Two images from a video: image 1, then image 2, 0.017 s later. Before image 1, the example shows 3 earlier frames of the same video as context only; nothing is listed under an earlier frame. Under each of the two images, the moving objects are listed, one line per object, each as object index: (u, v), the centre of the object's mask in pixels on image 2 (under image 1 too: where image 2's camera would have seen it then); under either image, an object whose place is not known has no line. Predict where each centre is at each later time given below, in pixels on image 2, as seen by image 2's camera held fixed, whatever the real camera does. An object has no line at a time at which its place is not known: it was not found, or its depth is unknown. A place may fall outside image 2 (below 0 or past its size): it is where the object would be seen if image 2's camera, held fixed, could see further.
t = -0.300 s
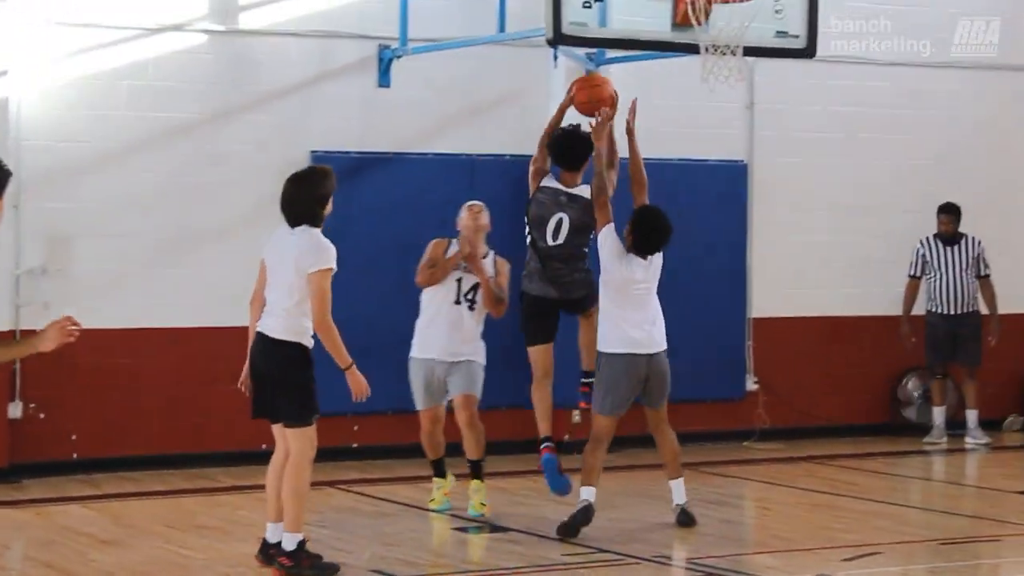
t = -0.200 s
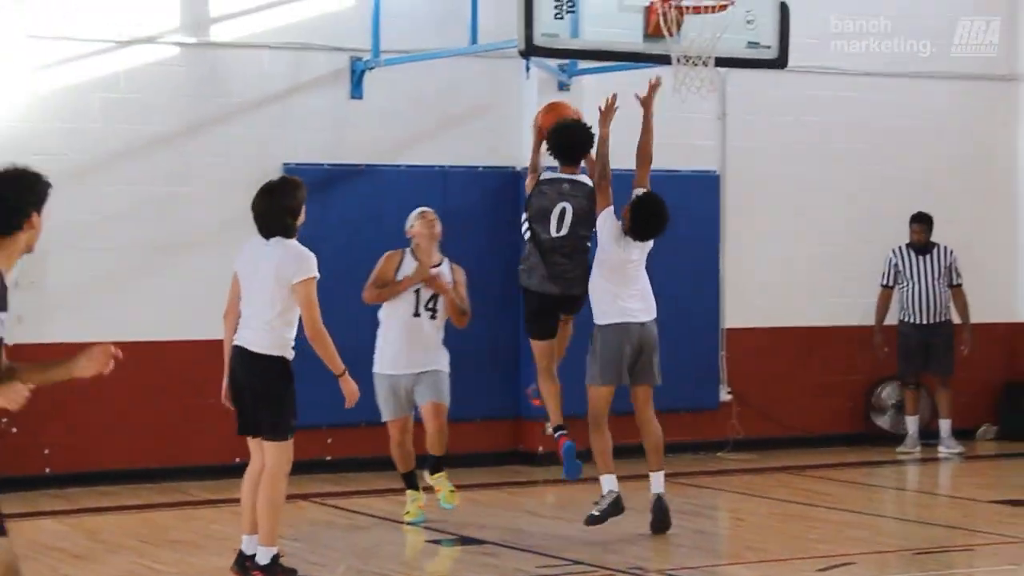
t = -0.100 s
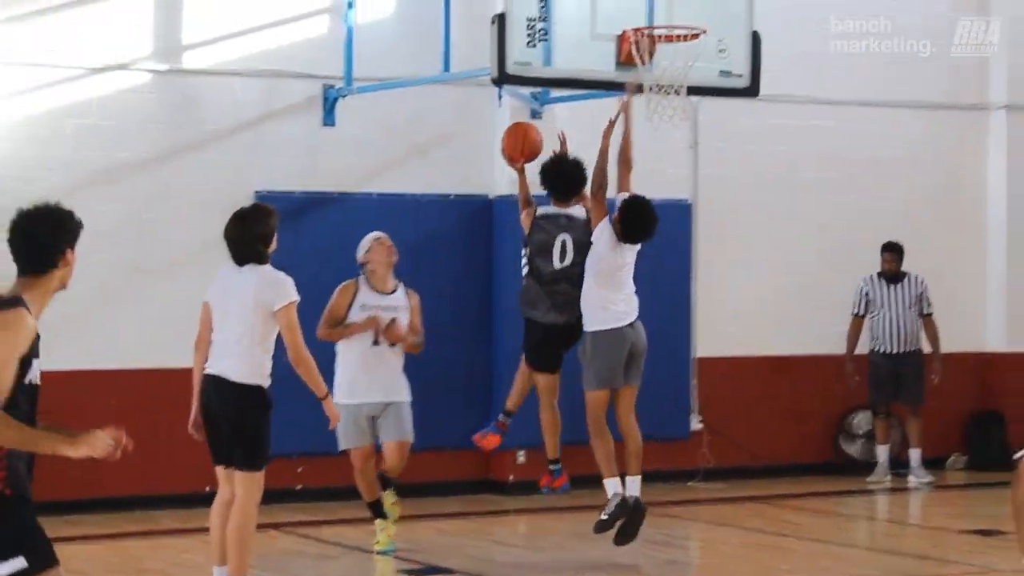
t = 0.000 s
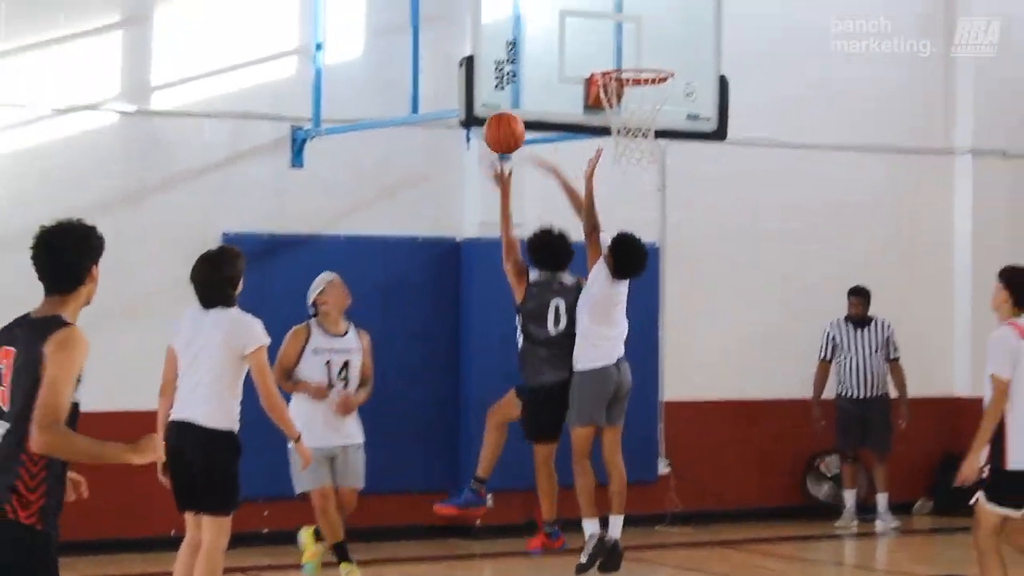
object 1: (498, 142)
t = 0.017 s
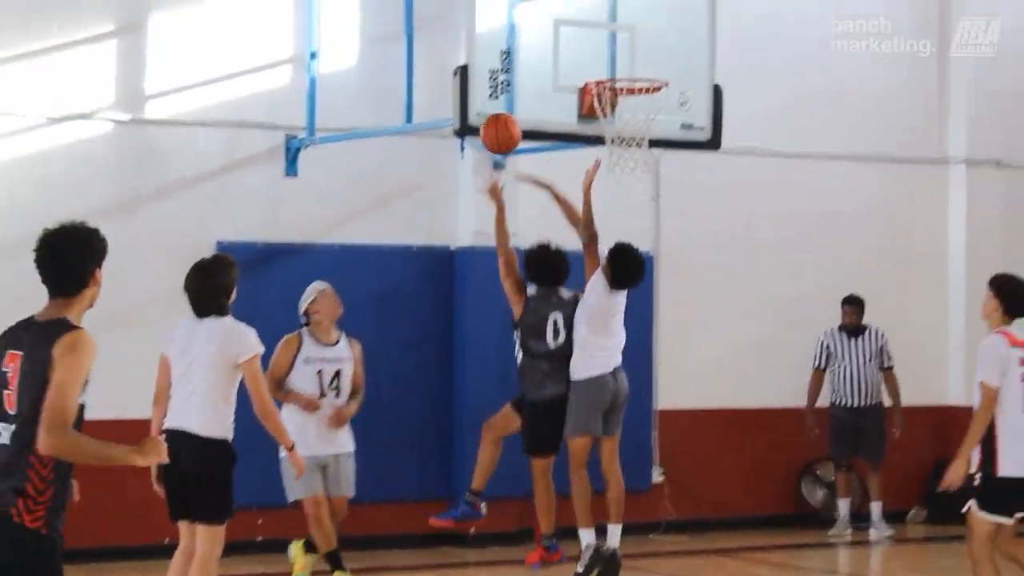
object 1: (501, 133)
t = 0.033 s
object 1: (504, 124)
